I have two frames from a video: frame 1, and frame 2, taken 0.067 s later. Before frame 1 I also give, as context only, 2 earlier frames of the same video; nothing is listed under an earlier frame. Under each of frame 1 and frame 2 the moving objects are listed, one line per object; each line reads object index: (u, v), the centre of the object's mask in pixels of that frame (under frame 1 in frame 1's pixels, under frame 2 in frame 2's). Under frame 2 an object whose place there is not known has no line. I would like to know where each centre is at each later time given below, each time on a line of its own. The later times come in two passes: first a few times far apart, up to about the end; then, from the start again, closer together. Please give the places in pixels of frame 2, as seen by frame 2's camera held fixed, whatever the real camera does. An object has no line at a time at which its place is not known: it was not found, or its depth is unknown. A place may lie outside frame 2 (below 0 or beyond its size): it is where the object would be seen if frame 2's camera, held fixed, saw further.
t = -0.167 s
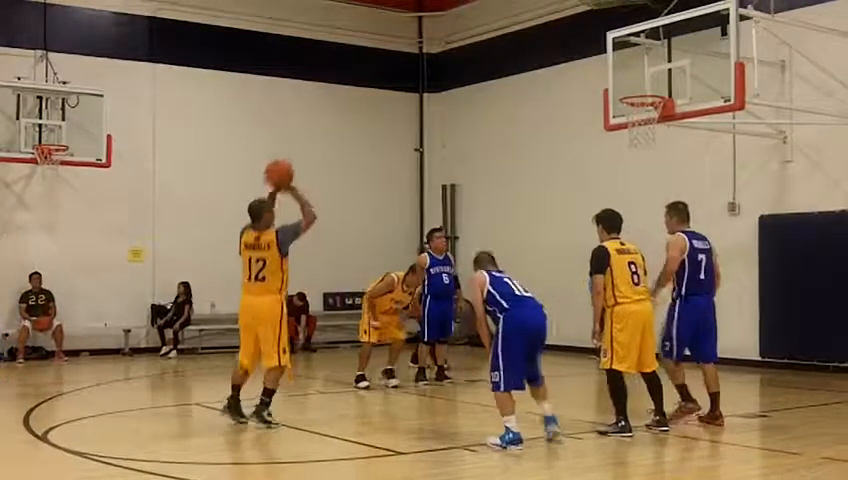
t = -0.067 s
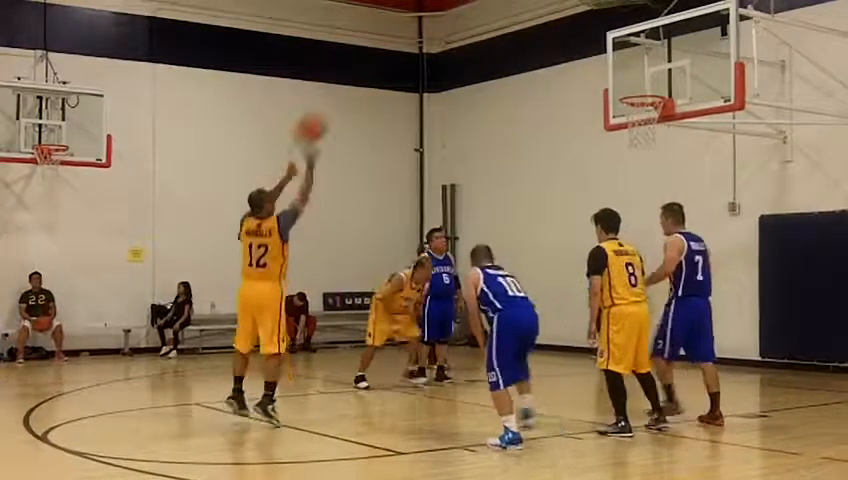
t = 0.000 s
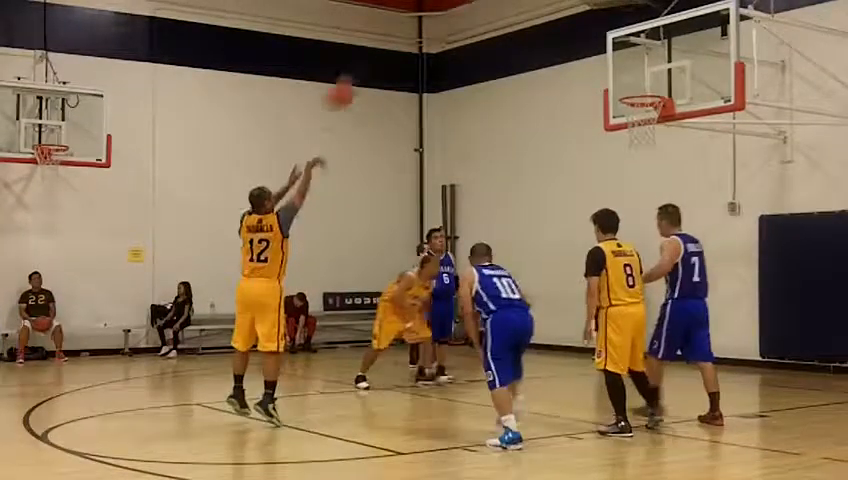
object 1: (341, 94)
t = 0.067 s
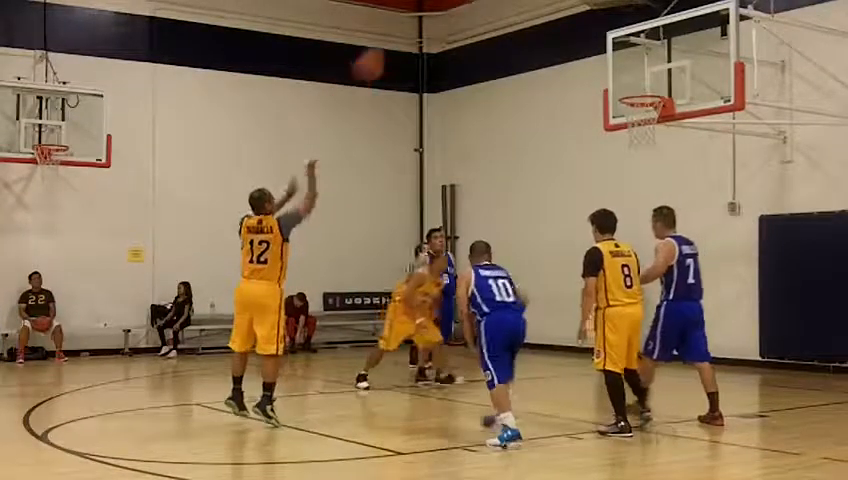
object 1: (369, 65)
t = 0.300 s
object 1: (465, 11)
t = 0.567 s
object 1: (564, 20)
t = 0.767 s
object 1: (624, 69)
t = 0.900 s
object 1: (650, 115)
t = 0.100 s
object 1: (384, 56)
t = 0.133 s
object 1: (398, 43)
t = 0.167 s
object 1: (414, 38)
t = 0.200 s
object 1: (425, 26)
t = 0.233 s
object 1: (440, 17)
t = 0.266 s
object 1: (454, 12)
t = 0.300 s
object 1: (465, 11)
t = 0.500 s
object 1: (538, 10)
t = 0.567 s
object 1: (564, 20)
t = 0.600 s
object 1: (573, 25)
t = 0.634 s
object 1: (583, 30)
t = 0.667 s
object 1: (592, 38)
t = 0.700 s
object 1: (601, 46)
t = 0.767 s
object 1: (624, 69)
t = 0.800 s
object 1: (633, 80)
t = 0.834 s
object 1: (646, 90)
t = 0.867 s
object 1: (648, 105)
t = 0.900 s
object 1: (650, 115)
